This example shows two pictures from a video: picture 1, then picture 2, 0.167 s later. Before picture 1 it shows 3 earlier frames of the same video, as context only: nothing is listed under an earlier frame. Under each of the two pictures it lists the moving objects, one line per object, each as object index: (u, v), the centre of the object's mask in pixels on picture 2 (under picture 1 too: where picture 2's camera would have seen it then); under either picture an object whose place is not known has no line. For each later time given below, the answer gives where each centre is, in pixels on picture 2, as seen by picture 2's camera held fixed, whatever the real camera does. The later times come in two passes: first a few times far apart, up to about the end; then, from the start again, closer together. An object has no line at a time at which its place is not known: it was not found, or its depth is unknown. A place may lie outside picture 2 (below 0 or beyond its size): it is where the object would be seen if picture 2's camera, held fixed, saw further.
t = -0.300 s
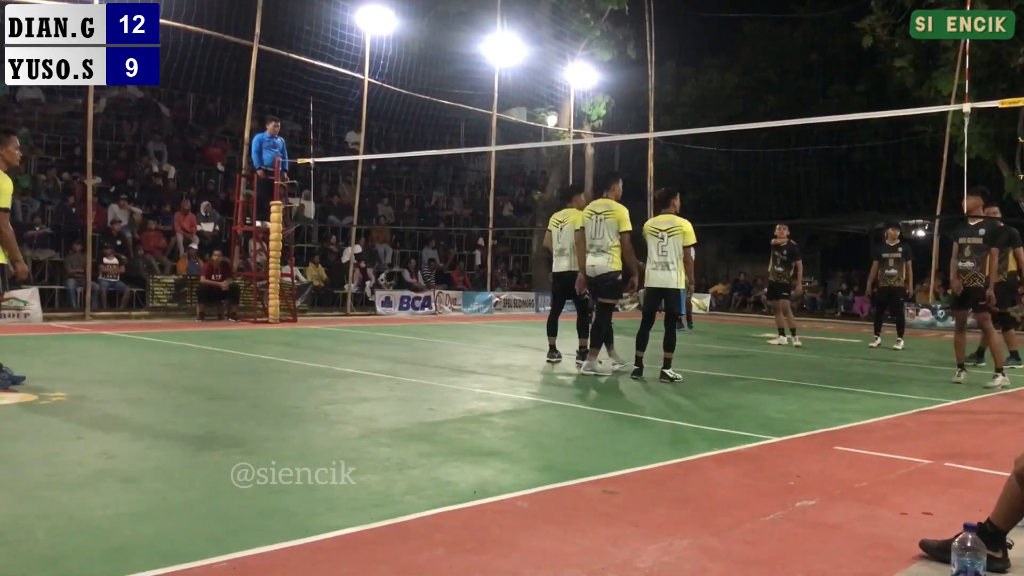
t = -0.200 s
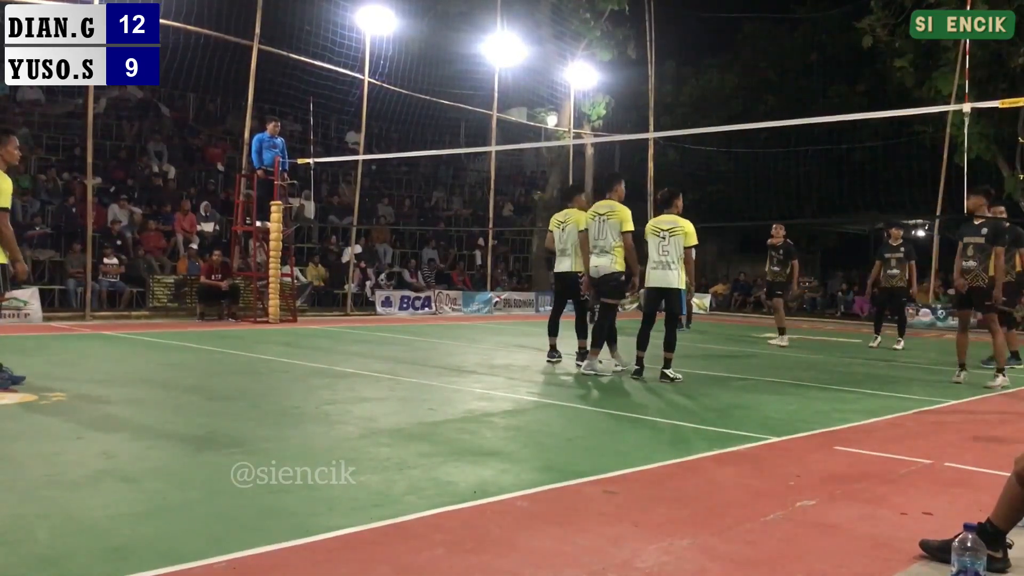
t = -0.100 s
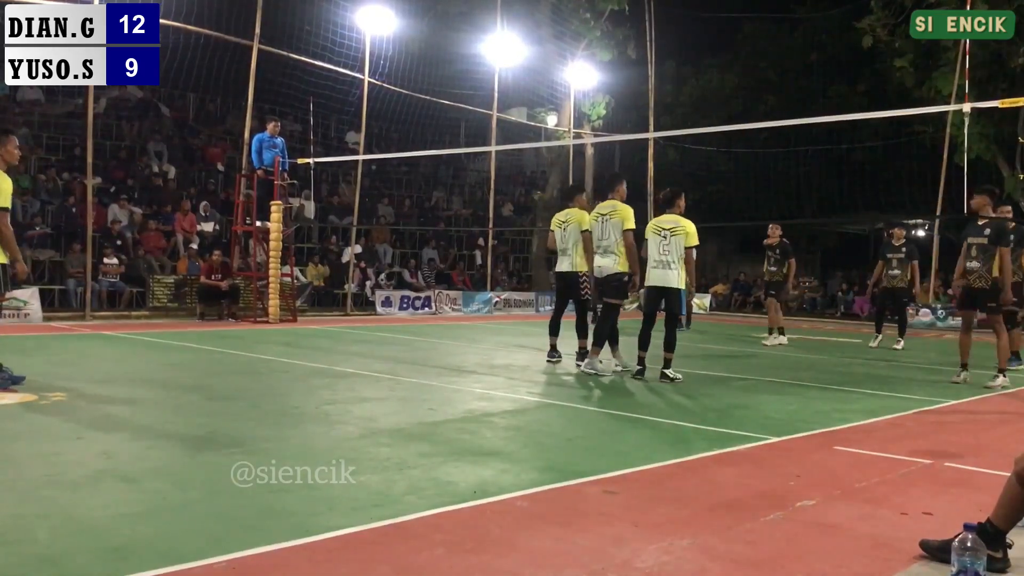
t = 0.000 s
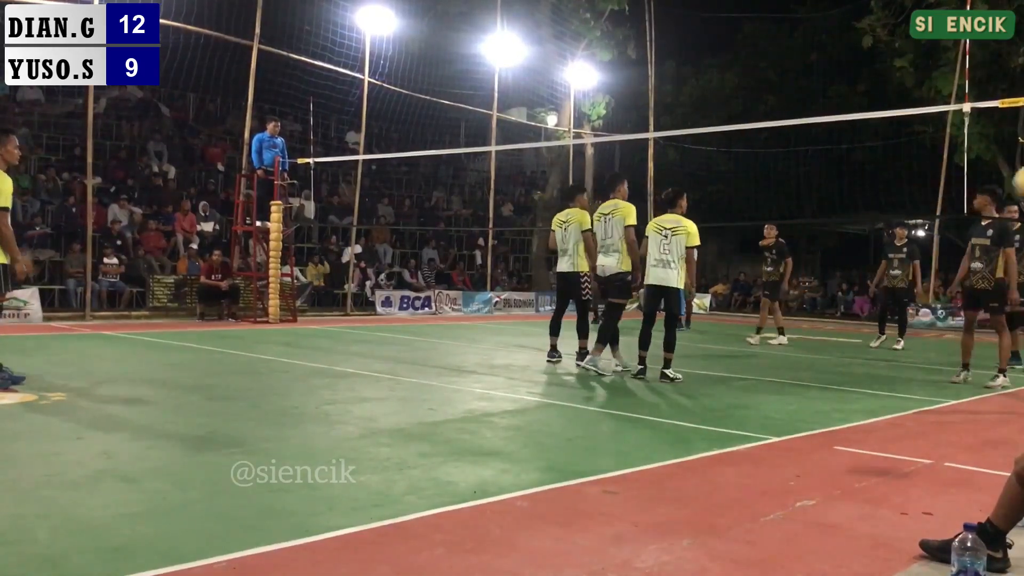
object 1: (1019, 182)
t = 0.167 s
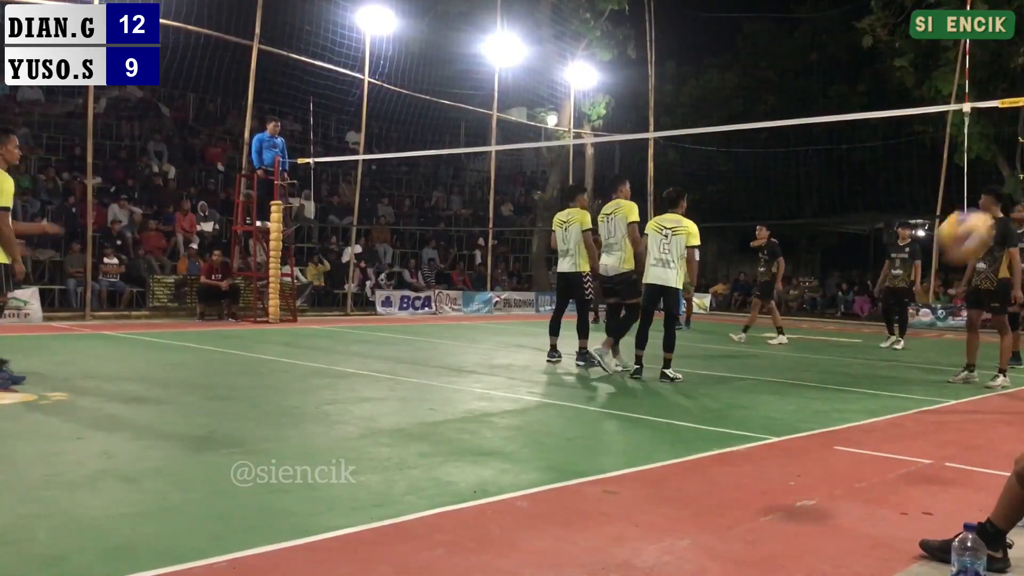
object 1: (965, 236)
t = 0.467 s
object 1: (757, 522)
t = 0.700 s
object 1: (602, 299)
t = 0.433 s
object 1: (779, 539)
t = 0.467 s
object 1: (757, 522)
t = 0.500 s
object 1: (739, 485)
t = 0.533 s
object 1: (720, 449)
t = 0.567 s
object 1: (699, 415)
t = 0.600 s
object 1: (677, 381)
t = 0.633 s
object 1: (653, 353)
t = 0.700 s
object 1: (602, 299)
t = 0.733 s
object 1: (569, 272)
